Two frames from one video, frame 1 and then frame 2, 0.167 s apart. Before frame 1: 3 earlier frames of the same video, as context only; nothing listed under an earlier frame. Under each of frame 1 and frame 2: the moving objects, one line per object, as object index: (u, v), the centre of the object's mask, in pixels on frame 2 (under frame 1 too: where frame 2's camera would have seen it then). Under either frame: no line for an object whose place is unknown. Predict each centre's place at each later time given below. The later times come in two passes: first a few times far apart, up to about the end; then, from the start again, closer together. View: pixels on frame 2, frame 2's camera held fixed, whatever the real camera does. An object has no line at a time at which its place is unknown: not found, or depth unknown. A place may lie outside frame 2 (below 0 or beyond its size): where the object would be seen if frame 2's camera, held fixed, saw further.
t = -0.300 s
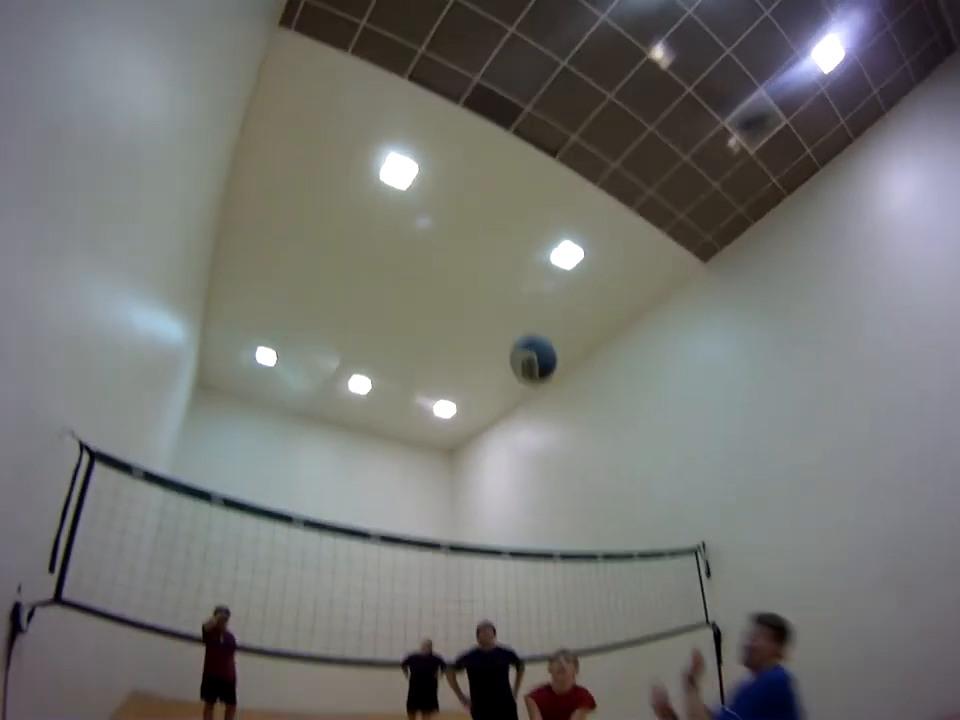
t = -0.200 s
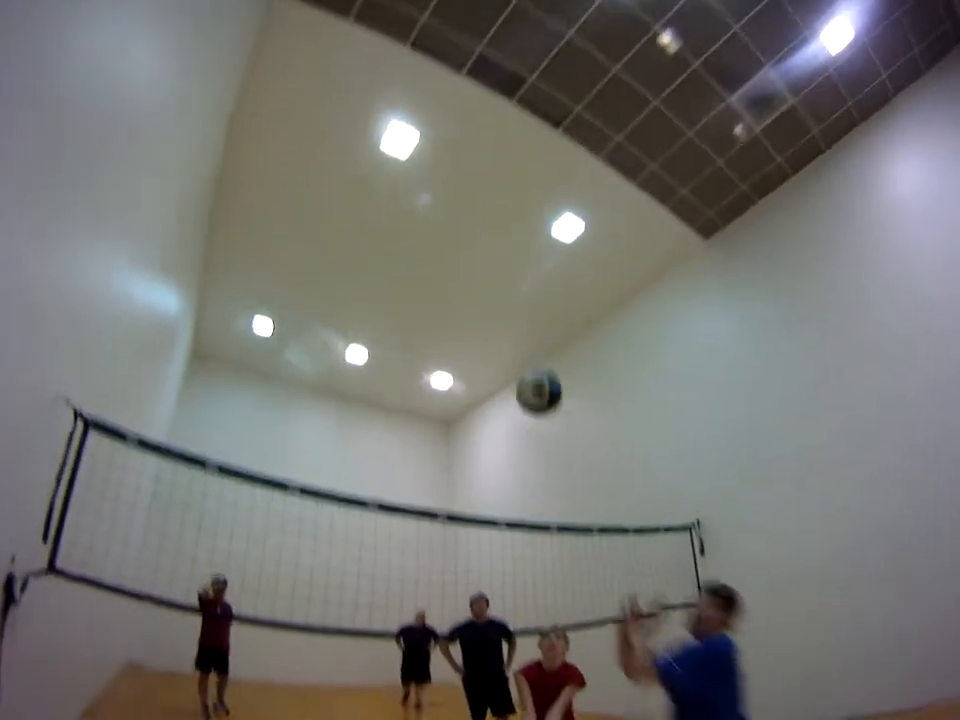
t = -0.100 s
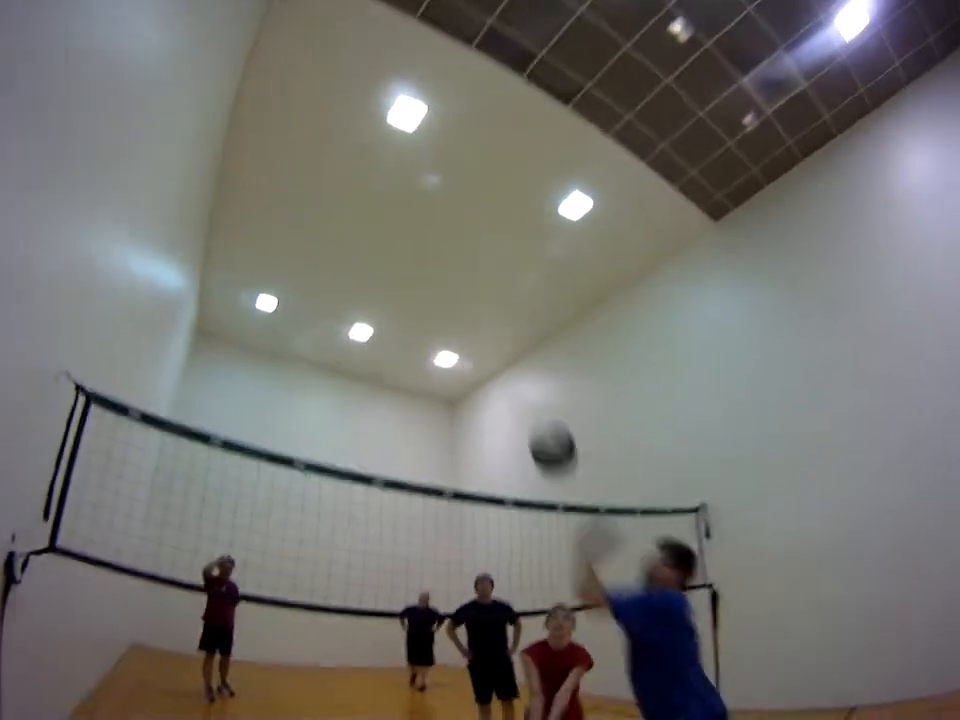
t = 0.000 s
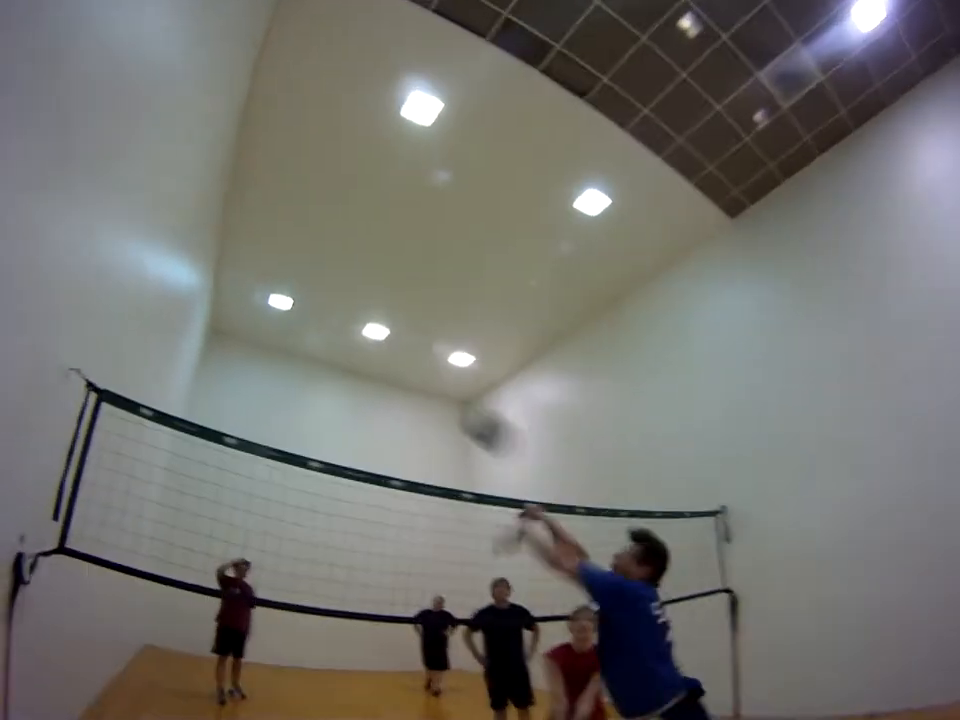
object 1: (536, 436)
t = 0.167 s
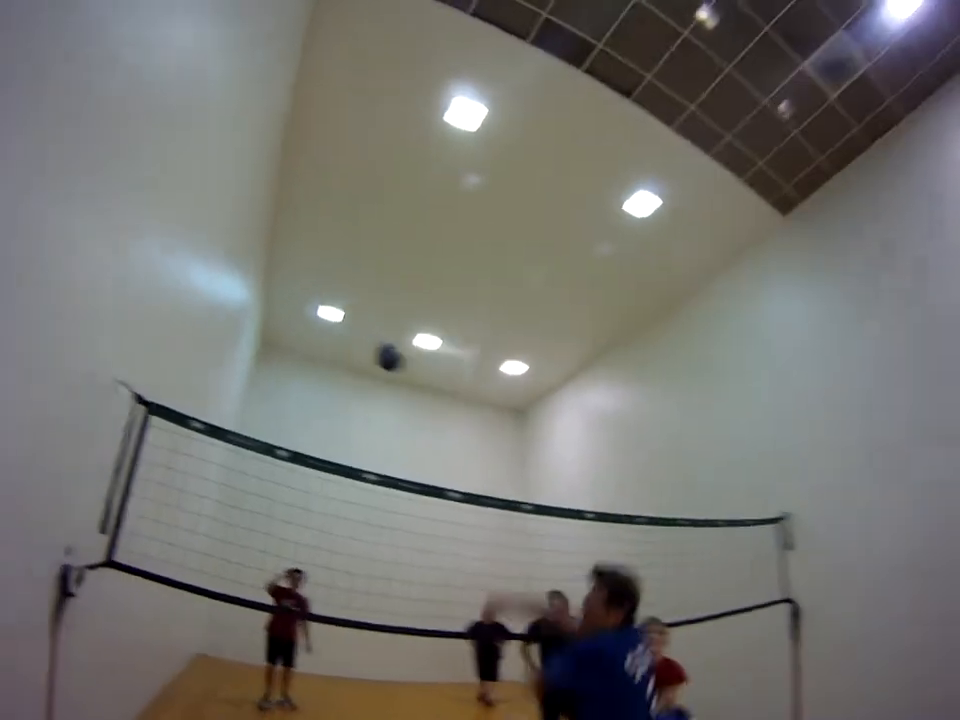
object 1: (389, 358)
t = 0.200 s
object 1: (370, 350)
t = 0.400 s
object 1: (285, 339)
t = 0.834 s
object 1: (269, 421)
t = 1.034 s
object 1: (295, 489)
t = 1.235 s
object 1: (315, 569)
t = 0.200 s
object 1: (370, 350)
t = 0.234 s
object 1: (353, 344)
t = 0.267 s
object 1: (337, 340)
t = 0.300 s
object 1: (322, 339)
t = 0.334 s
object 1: (309, 338)
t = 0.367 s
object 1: (297, 337)
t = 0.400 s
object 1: (285, 339)
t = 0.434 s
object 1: (273, 341)
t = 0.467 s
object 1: (262, 344)
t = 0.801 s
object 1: (264, 411)
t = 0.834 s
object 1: (269, 421)
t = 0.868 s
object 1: (273, 432)
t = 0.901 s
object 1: (278, 443)
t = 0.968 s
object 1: (288, 467)
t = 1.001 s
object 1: (291, 477)
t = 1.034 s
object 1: (295, 489)
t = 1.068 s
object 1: (299, 502)
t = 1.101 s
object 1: (302, 514)
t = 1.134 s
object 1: (306, 528)
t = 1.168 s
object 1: (308, 543)
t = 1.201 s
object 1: (312, 555)
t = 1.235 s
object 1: (315, 569)
